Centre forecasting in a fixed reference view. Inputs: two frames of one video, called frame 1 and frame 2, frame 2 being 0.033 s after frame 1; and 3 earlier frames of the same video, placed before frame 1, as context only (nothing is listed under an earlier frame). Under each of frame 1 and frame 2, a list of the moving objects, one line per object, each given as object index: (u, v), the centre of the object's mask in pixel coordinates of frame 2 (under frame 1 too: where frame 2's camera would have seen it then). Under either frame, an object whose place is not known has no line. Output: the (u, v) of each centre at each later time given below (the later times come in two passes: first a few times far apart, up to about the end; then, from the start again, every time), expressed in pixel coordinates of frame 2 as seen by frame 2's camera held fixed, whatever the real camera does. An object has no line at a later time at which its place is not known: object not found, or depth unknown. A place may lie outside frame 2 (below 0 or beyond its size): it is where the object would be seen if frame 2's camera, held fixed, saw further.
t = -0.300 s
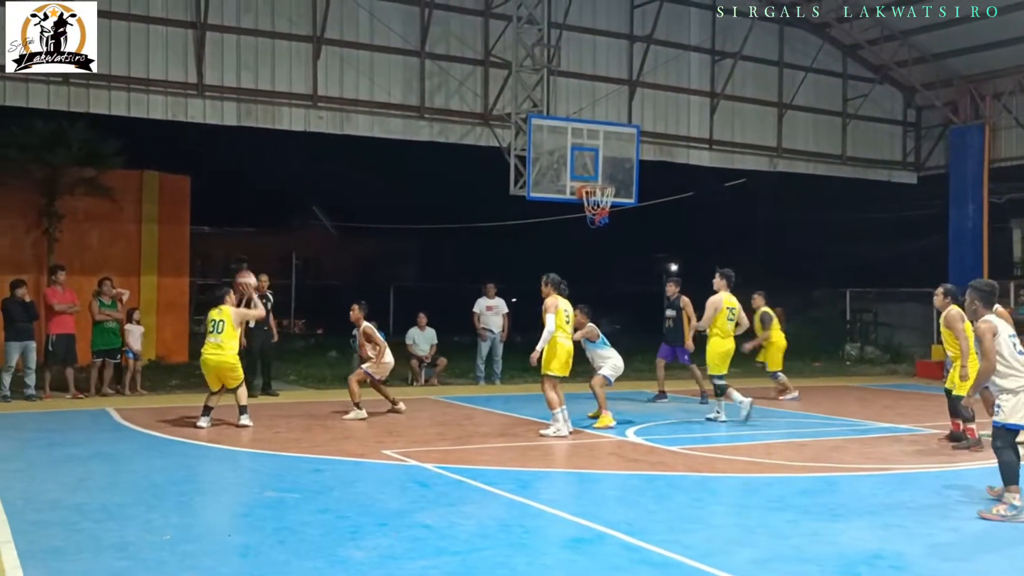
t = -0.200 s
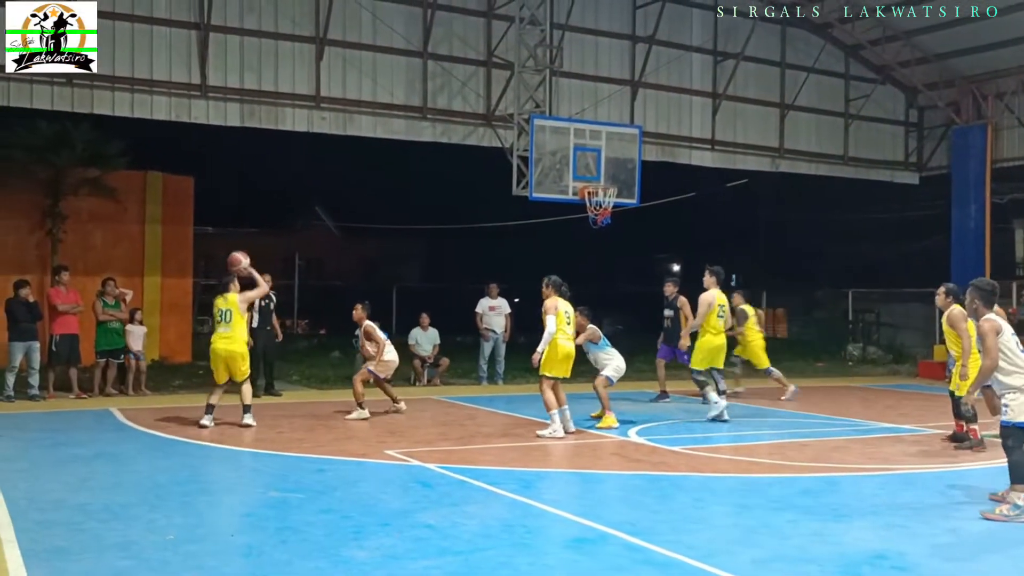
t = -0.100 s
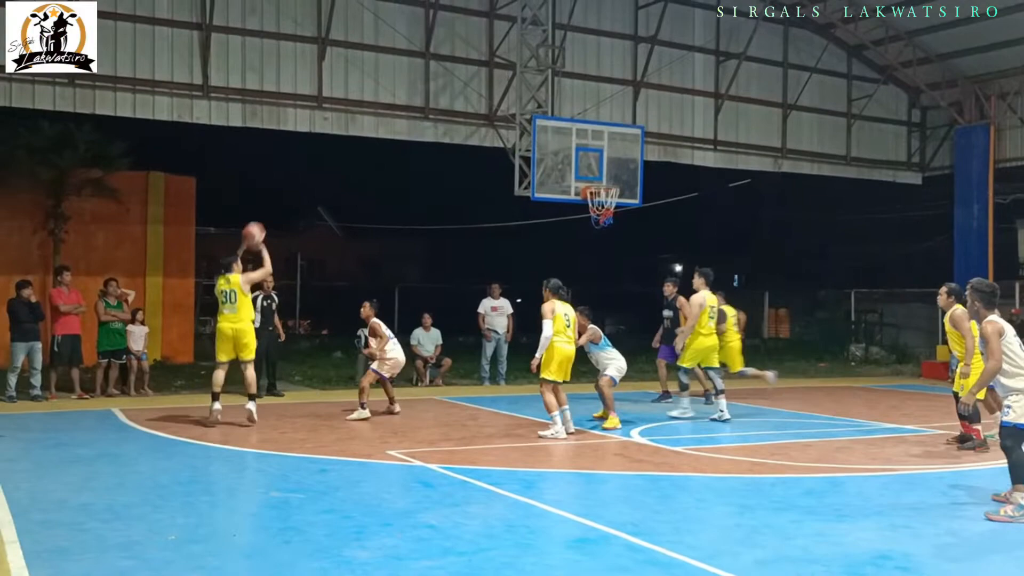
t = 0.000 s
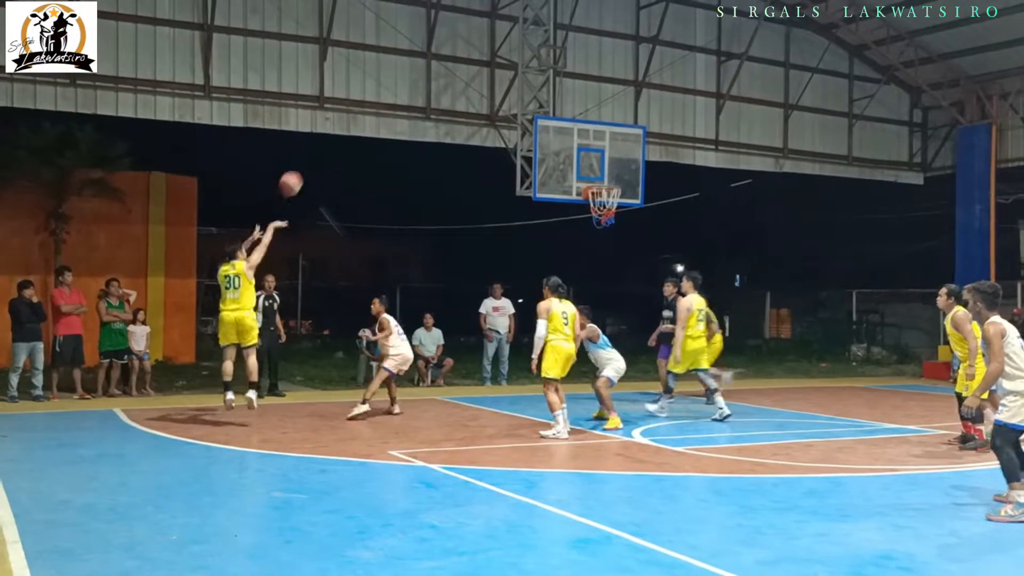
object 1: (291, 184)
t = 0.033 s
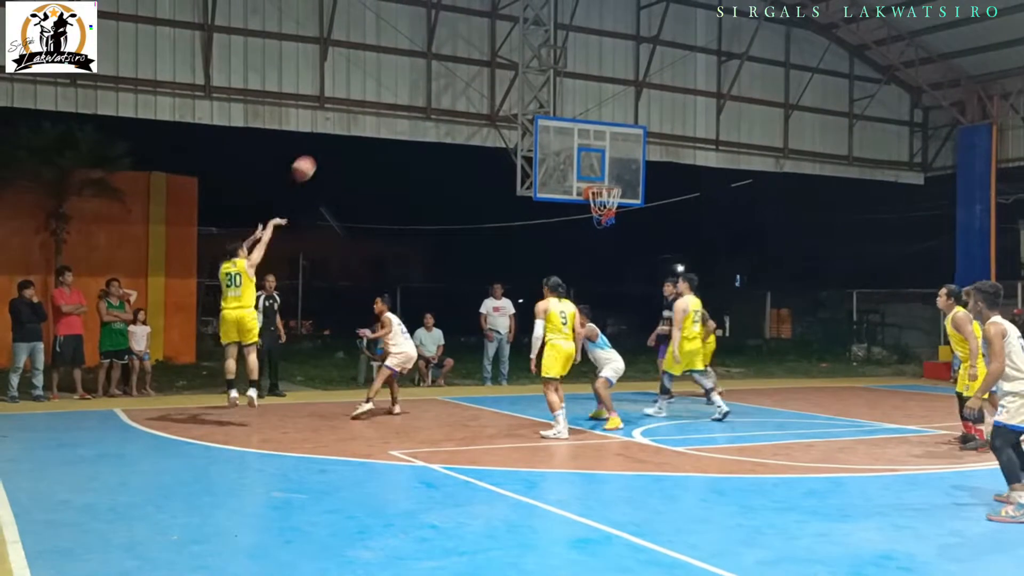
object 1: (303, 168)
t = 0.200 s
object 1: (364, 108)
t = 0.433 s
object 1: (437, 71)
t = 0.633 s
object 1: (495, 74)
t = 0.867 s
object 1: (555, 114)
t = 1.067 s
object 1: (601, 178)
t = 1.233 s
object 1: (610, 212)
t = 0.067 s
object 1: (316, 154)
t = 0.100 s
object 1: (328, 142)
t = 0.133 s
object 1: (340, 130)
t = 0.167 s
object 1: (353, 117)
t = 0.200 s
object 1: (364, 108)
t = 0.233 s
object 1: (375, 100)
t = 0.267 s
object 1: (386, 92)
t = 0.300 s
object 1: (397, 86)
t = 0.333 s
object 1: (407, 81)
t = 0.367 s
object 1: (417, 76)
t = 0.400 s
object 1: (427, 73)
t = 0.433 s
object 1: (437, 71)
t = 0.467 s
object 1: (448, 69)
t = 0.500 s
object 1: (457, 68)
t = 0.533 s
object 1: (466, 68)
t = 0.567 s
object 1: (477, 70)
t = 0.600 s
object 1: (486, 71)
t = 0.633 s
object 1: (495, 74)
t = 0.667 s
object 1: (504, 77)
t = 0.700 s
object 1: (513, 81)
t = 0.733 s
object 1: (521, 86)
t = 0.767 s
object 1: (531, 94)
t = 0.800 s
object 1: (538, 99)
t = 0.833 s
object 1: (546, 106)
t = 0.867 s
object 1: (555, 114)
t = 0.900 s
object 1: (562, 123)
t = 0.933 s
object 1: (569, 133)
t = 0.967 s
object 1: (577, 144)
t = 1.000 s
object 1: (585, 153)
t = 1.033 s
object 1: (592, 166)
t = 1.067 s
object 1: (601, 178)
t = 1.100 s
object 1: (609, 184)
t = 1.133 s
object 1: (608, 193)
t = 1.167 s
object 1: (610, 206)
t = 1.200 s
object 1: (611, 211)
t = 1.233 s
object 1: (610, 212)
